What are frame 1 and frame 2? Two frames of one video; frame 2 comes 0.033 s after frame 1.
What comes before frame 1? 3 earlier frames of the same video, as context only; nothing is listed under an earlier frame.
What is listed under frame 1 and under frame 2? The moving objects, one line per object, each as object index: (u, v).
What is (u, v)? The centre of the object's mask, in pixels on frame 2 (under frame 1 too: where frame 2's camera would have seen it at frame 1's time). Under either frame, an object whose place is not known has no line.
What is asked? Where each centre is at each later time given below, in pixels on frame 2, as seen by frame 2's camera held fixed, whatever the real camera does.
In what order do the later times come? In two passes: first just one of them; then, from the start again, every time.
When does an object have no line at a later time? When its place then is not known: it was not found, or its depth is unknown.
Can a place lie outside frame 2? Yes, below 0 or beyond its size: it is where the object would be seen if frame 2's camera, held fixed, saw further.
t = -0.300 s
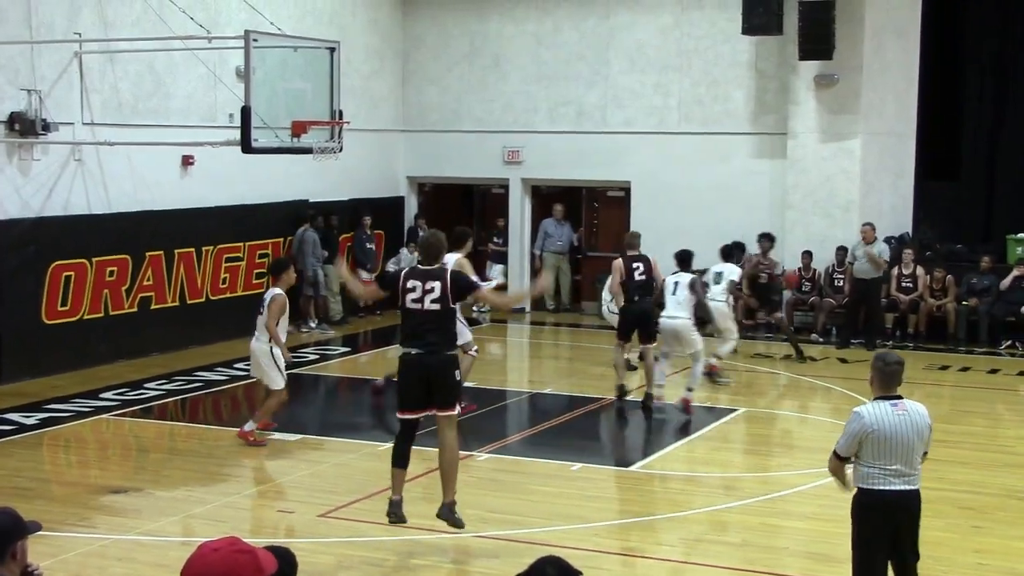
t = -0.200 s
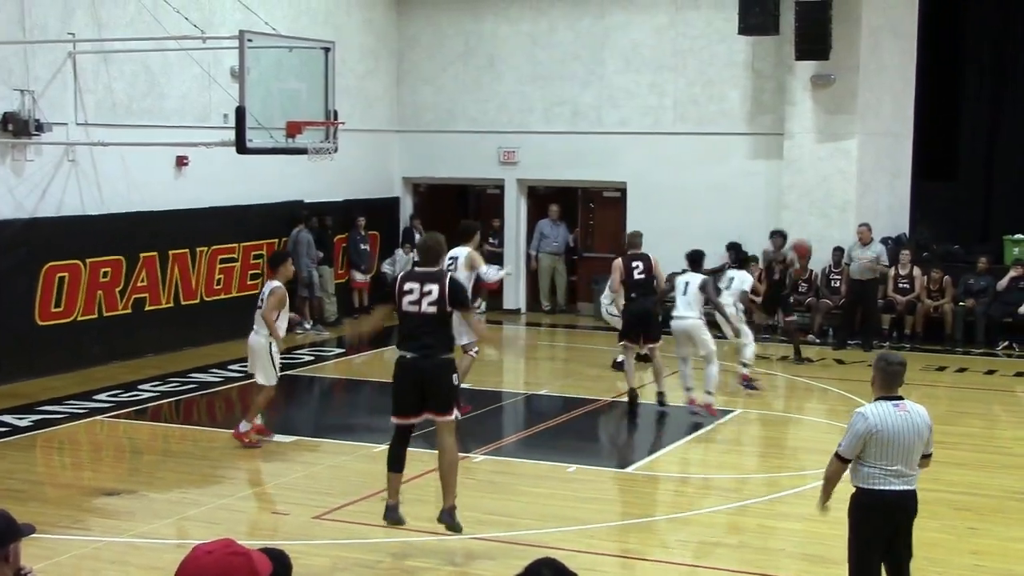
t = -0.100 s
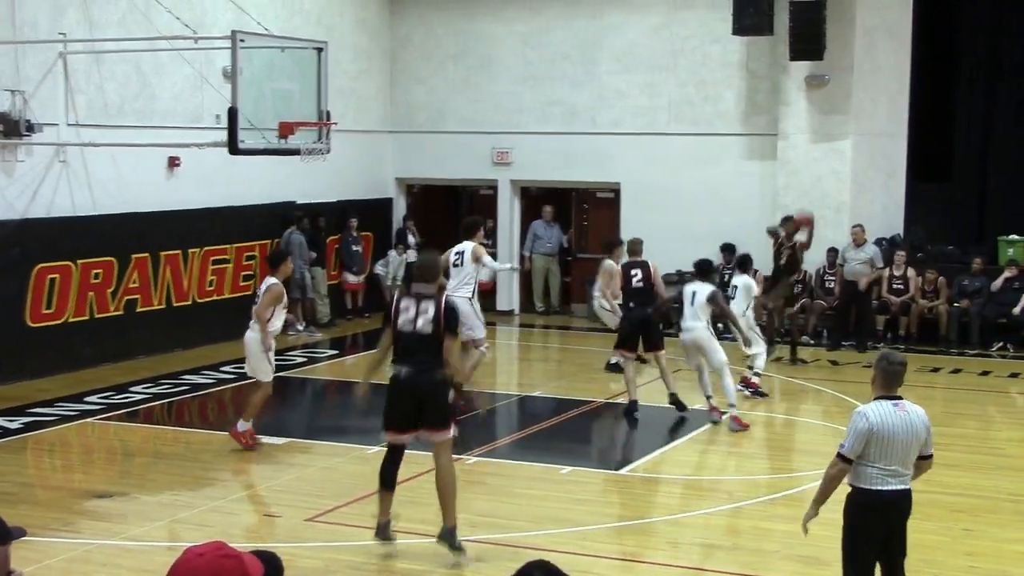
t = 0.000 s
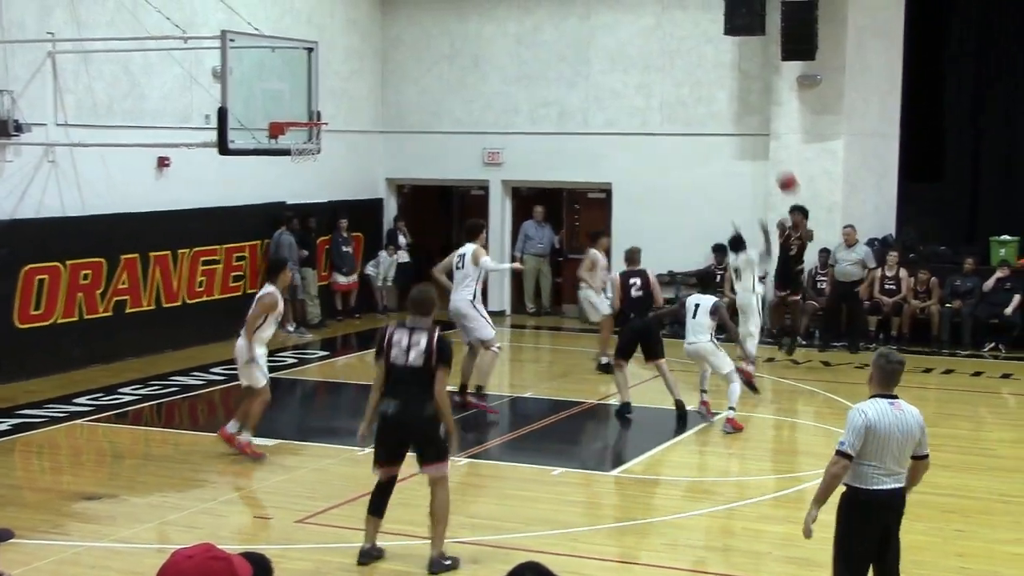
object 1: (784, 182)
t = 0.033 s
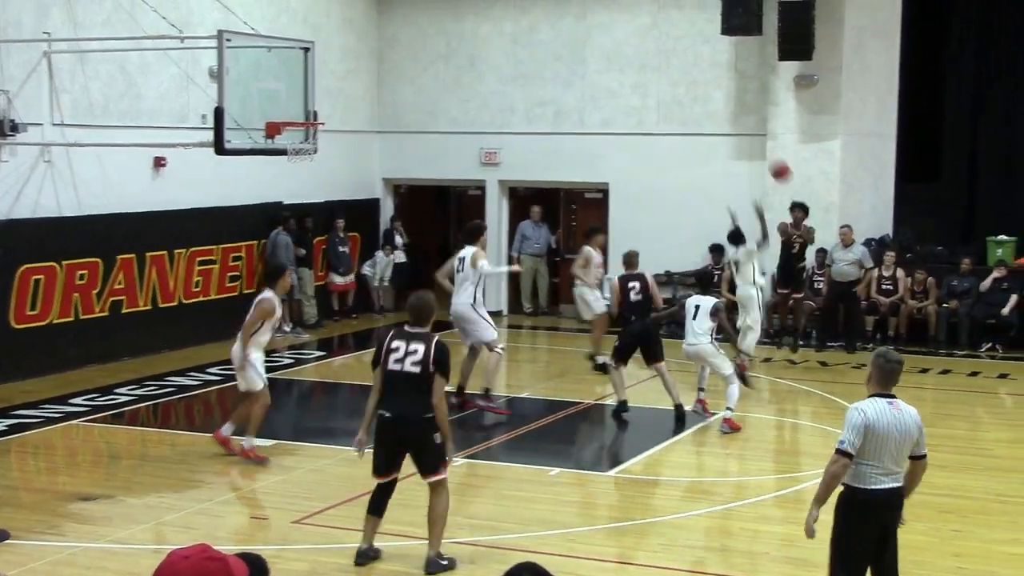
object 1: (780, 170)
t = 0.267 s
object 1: (742, 102)
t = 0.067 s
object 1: (776, 159)
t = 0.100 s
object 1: (770, 148)
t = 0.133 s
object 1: (766, 138)
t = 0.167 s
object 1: (761, 129)
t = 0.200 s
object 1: (754, 119)
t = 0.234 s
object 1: (748, 111)
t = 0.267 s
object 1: (742, 102)
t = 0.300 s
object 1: (735, 95)
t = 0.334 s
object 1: (728, 89)
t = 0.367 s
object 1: (721, 83)
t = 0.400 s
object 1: (714, 79)
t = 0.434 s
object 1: (707, 76)
